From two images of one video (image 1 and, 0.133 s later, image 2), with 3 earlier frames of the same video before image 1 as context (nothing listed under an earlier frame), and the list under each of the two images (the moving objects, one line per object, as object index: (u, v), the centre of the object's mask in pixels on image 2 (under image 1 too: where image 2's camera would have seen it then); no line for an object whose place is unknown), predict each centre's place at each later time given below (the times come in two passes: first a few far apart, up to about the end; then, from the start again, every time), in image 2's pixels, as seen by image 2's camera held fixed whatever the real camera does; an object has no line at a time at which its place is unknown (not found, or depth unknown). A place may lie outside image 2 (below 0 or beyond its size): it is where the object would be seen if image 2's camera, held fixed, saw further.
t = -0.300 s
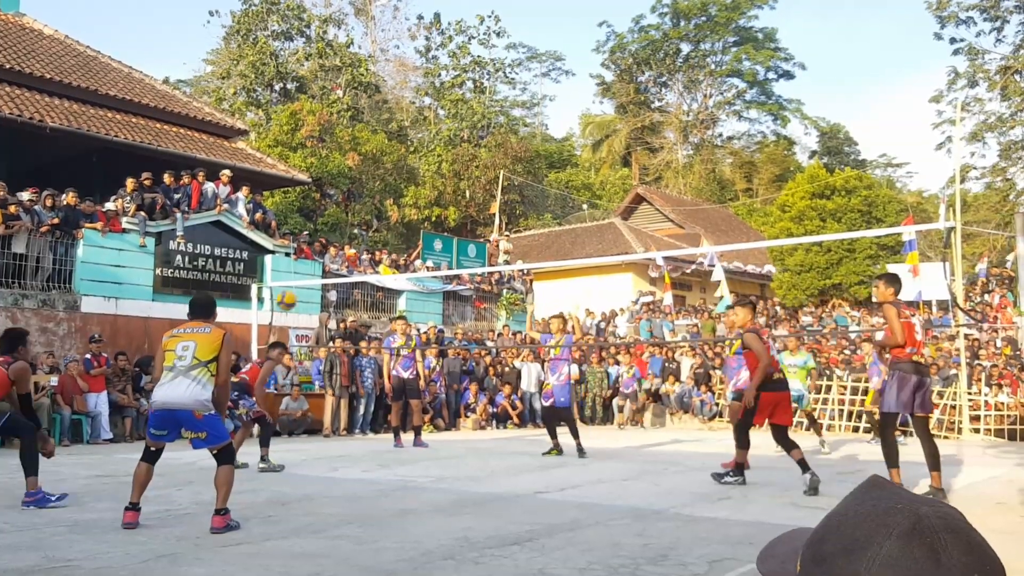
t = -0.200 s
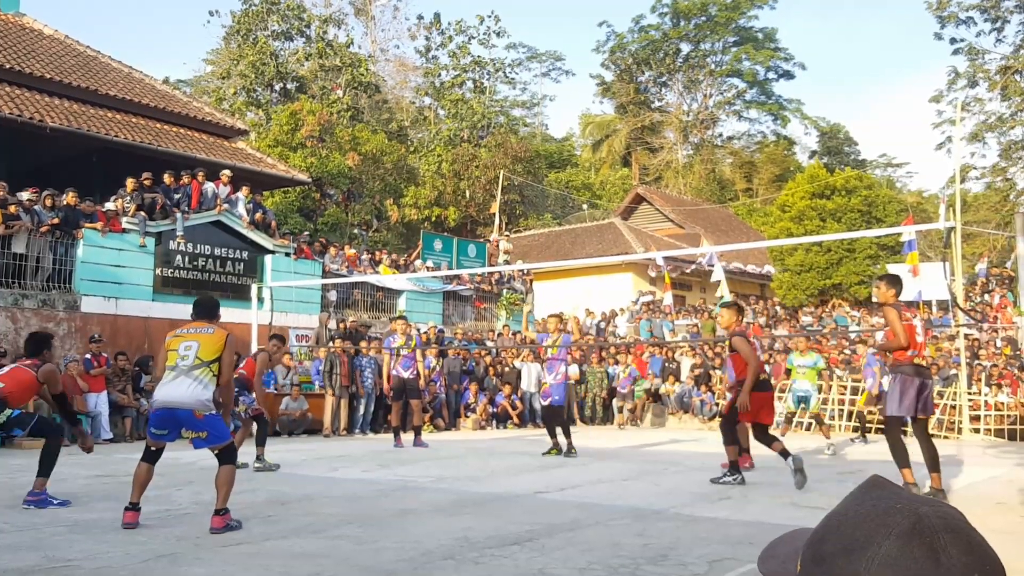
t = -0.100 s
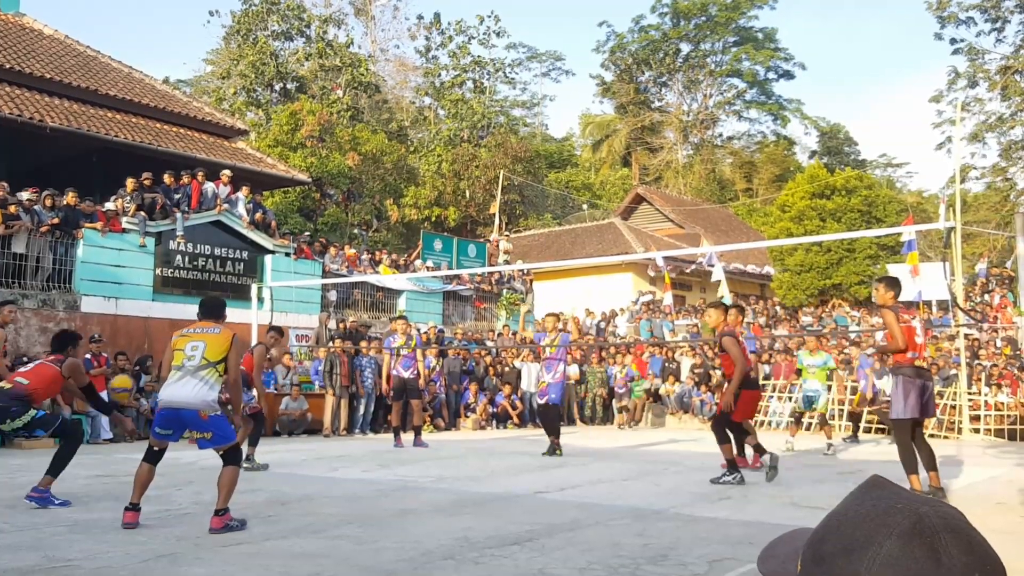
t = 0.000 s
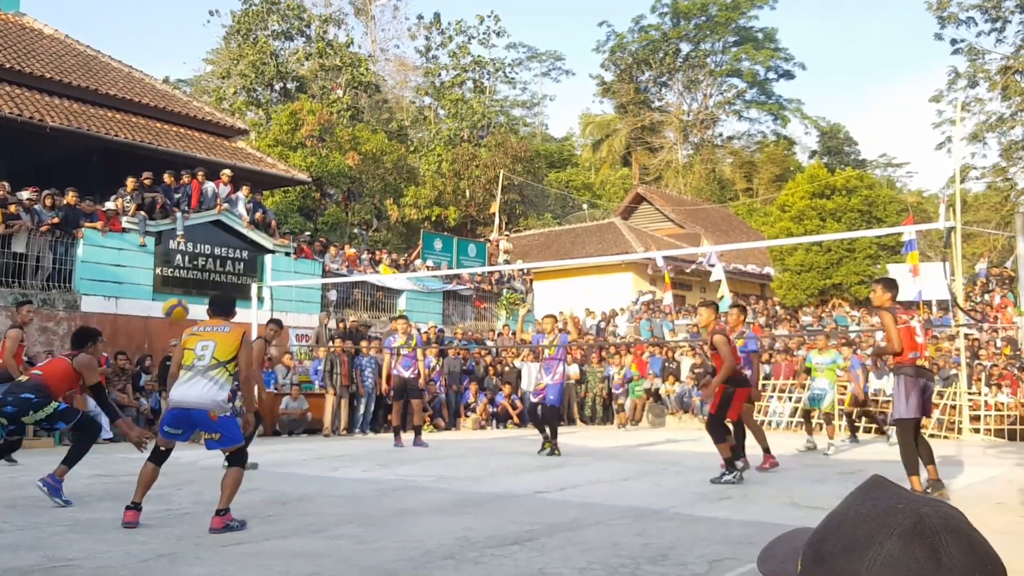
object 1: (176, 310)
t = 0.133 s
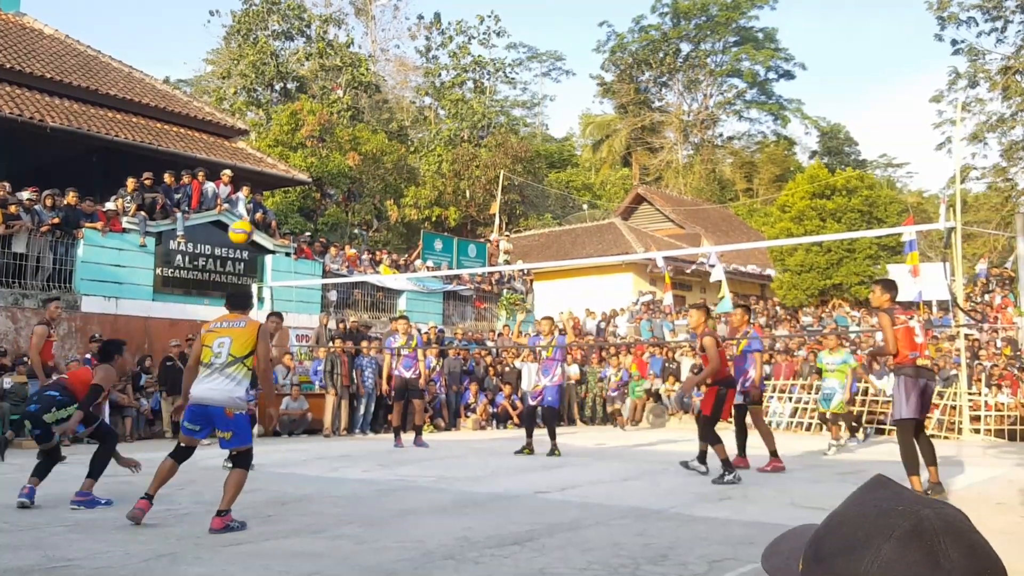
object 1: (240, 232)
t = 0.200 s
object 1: (270, 201)
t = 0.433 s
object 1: (364, 138)
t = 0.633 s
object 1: (434, 129)
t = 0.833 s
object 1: (496, 155)
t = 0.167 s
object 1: (256, 216)
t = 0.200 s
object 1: (270, 201)
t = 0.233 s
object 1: (285, 189)
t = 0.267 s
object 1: (299, 177)
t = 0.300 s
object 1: (313, 168)
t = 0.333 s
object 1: (326, 158)
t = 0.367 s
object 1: (338, 150)
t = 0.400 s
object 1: (352, 144)
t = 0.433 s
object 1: (364, 138)
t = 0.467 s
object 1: (375, 133)
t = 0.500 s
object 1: (388, 131)
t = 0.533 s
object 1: (399, 129)
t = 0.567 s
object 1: (410, 127)
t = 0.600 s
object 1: (422, 128)
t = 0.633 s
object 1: (434, 129)
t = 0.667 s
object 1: (444, 131)
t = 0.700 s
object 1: (454, 134)
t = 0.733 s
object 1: (465, 137)
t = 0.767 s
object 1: (475, 143)
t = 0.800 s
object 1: (485, 148)
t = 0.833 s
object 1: (496, 155)
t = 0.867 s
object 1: (506, 164)
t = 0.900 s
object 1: (515, 172)
